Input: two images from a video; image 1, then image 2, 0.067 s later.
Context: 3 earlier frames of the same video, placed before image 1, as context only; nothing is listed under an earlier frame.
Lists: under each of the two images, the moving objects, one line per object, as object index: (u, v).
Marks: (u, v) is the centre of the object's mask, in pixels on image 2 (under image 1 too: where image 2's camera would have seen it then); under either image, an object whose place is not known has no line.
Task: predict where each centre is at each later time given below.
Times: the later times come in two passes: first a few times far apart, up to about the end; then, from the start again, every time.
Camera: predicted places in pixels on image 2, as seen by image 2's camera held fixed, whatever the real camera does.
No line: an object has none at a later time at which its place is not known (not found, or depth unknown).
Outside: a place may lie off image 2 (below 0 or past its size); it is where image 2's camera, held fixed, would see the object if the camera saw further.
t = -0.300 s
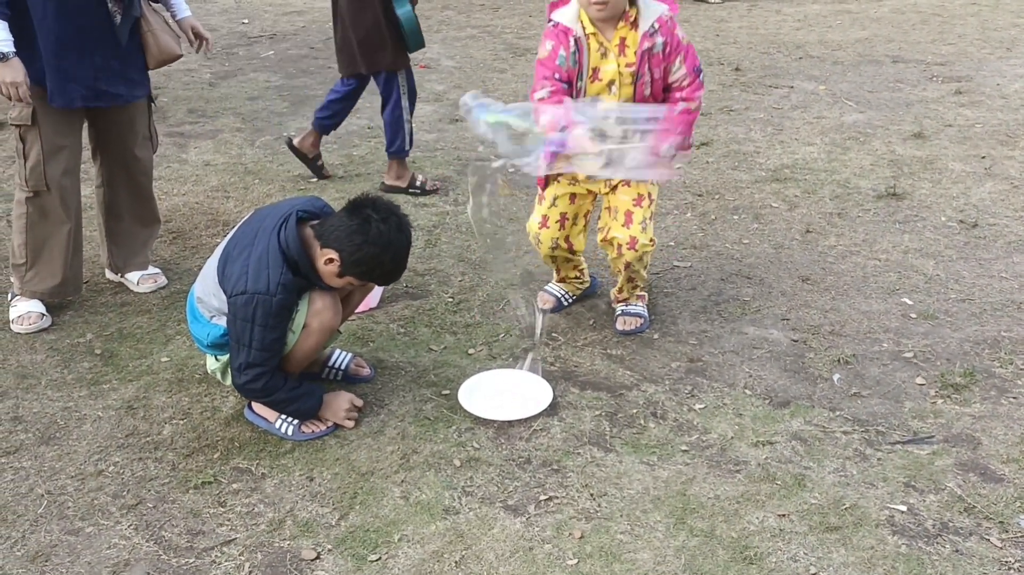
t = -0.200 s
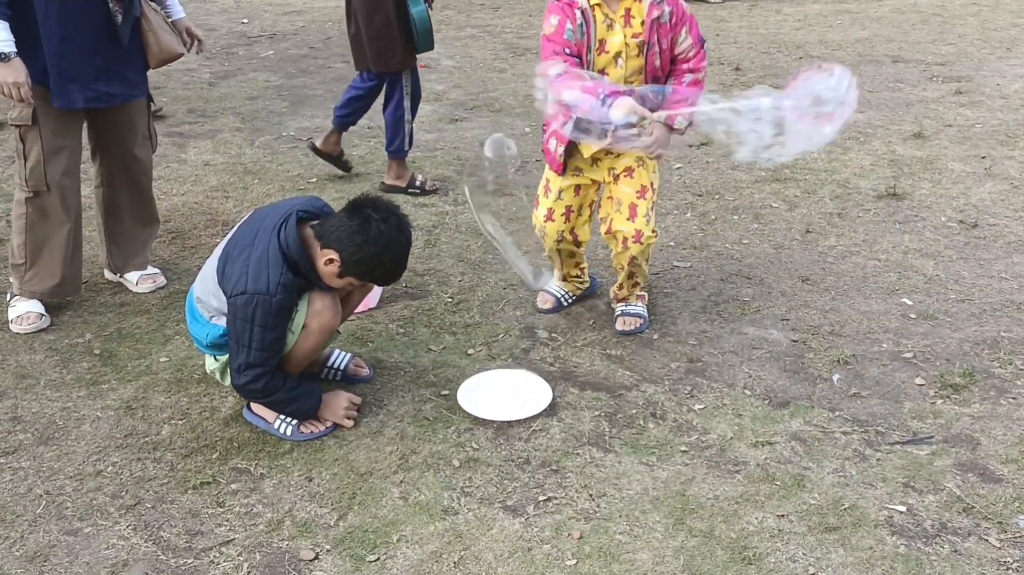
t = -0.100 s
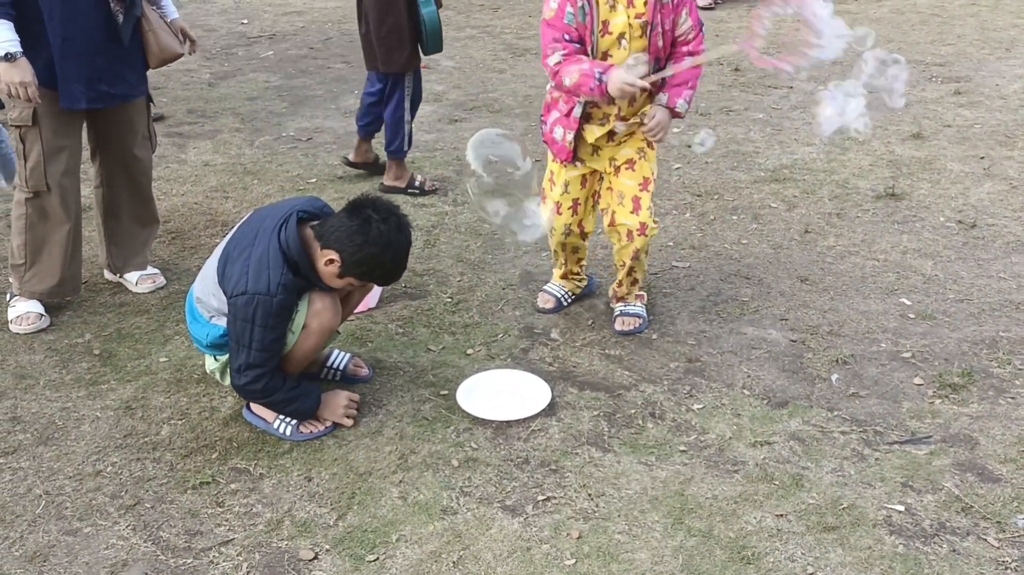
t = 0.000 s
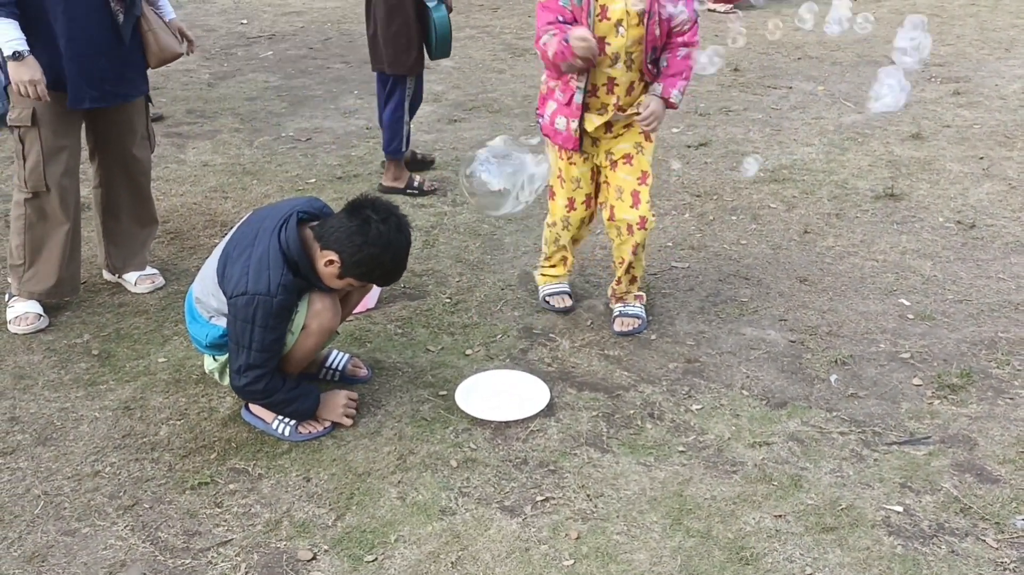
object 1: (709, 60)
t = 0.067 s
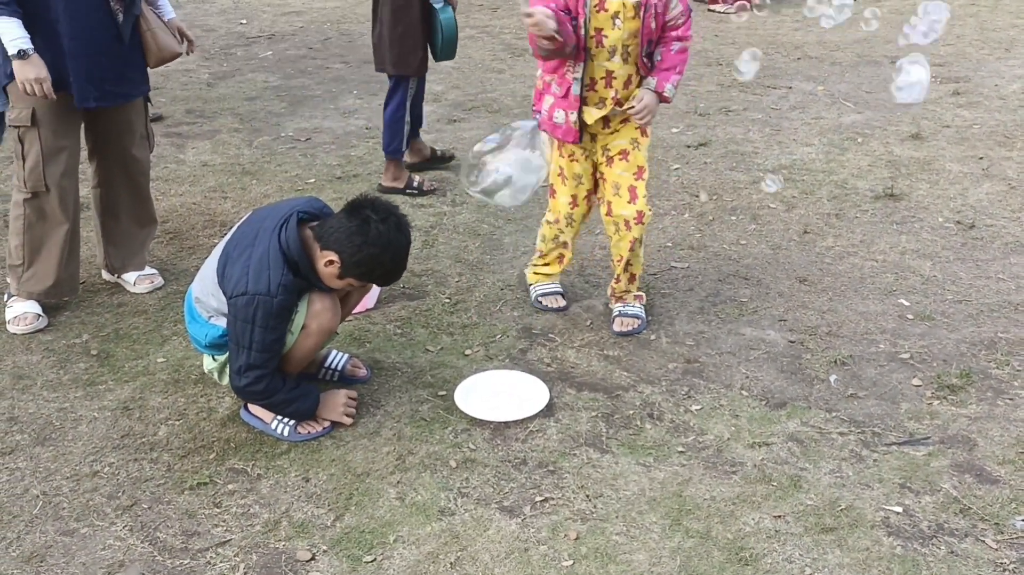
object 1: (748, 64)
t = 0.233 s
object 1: (805, 96)
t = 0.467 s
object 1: (827, 136)
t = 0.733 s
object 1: (820, 163)
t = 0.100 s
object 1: (763, 69)
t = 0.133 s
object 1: (776, 75)
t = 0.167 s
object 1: (788, 81)
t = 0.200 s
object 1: (798, 89)
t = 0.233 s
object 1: (805, 96)
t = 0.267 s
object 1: (812, 102)
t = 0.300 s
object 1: (816, 109)
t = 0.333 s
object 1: (820, 115)
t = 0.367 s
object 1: (823, 121)
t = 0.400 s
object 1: (824, 126)
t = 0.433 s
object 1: (825, 131)
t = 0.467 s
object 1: (827, 136)
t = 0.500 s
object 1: (828, 140)
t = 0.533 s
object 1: (827, 144)
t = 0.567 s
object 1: (826, 147)
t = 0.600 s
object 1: (826, 150)
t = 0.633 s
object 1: (825, 154)
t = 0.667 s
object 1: (822, 157)
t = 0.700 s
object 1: (821, 160)
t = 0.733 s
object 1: (820, 163)
